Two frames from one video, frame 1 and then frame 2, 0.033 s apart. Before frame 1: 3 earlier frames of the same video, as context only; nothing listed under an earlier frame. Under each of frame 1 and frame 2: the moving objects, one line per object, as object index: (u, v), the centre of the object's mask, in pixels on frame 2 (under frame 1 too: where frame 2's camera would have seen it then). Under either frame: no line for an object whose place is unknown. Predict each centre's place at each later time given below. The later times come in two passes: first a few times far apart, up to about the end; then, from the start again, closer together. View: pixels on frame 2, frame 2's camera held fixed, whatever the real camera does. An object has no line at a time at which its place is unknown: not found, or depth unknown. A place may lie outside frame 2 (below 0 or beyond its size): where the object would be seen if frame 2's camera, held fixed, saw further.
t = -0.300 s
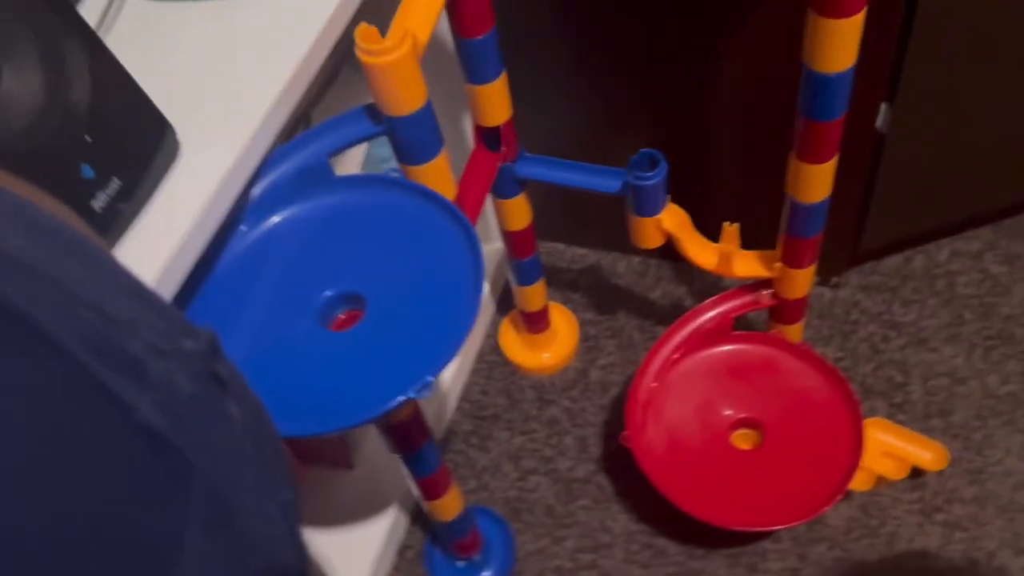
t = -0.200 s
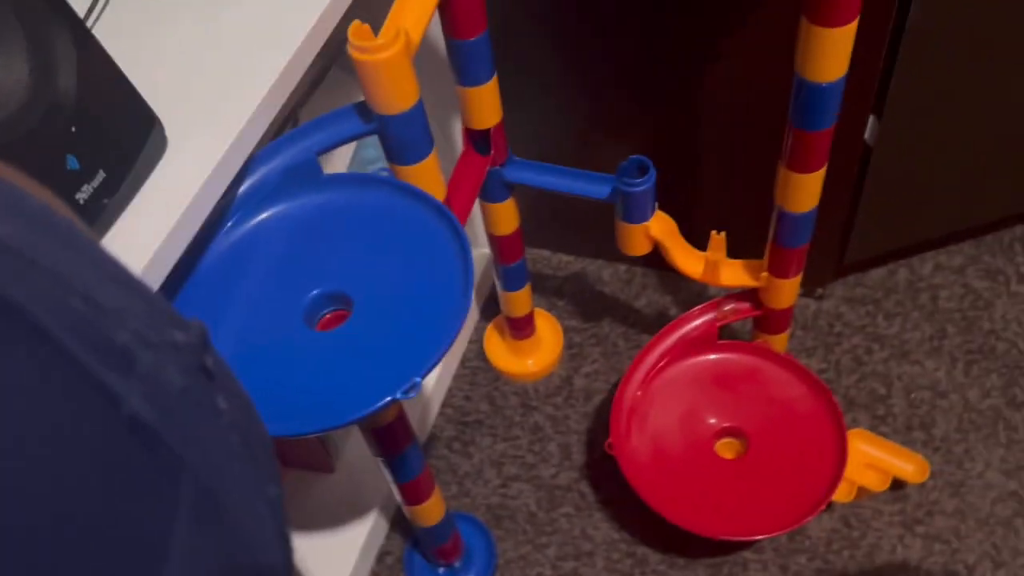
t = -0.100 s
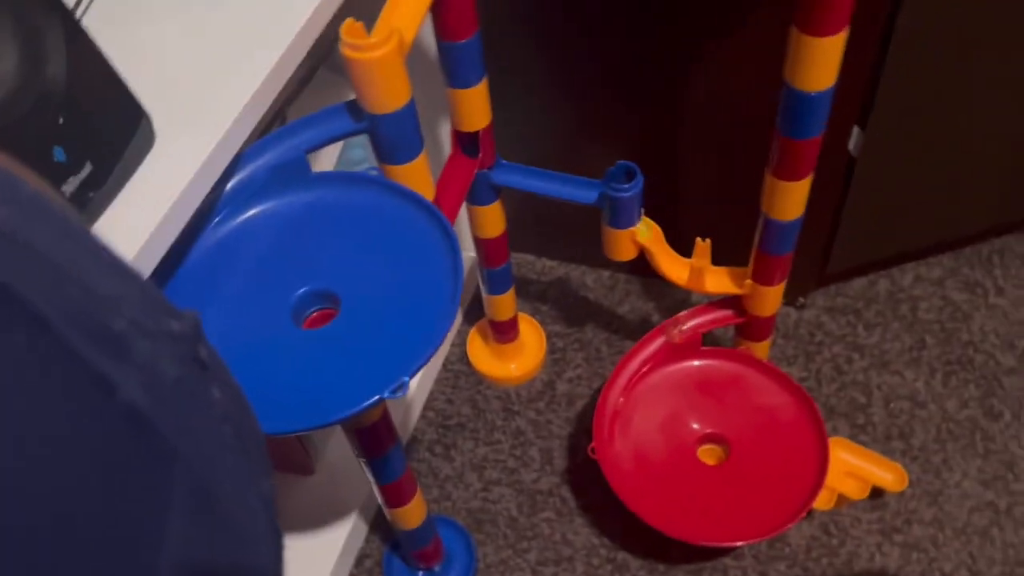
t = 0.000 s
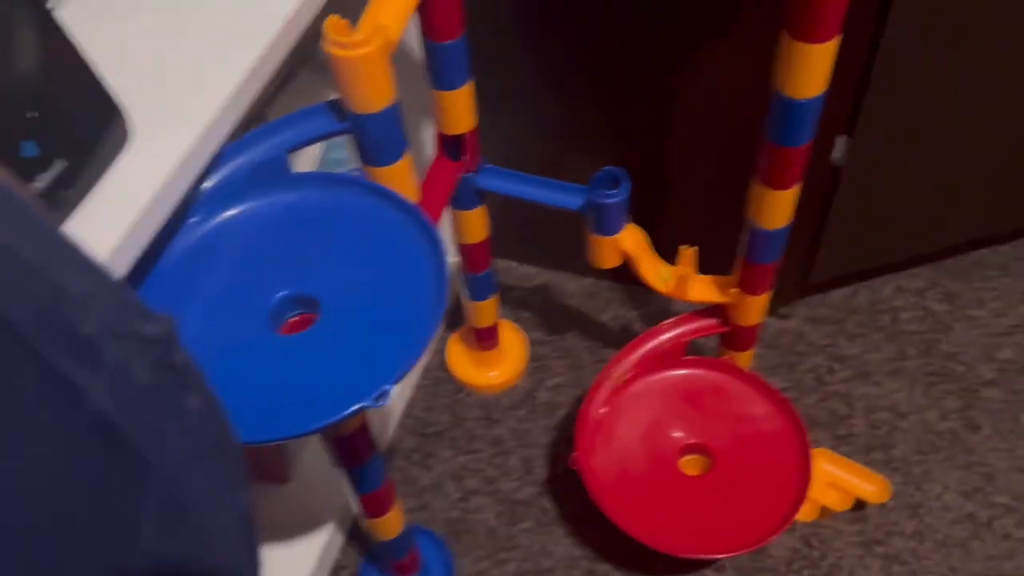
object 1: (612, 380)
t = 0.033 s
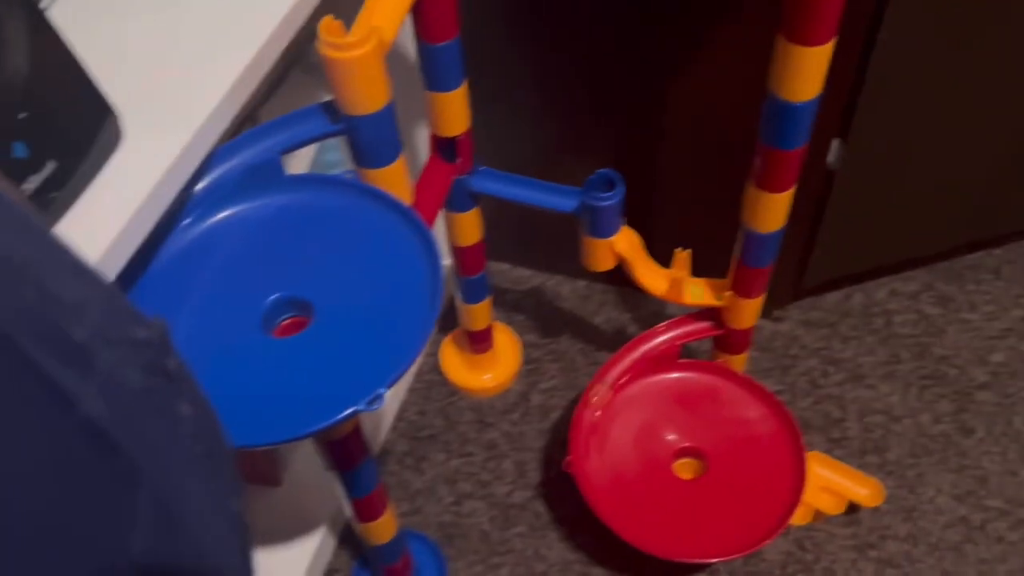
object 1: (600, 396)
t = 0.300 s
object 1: (659, 544)
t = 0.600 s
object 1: (783, 439)
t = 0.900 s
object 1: (635, 389)
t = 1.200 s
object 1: (625, 518)
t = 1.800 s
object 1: (741, 395)
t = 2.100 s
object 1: (621, 410)
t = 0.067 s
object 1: (594, 412)
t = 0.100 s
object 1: (584, 436)
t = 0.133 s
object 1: (584, 455)
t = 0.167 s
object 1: (587, 477)
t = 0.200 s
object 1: (601, 498)
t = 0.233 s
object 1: (616, 516)
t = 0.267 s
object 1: (637, 532)
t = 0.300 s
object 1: (659, 544)
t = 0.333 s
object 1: (685, 548)
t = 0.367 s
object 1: (712, 547)
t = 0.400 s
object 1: (735, 543)
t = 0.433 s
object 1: (755, 531)
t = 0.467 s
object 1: (770, 515)
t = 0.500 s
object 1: (781, 499)
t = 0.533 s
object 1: (790, 480)
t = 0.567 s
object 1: (787, 460)
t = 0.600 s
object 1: (783, 439)
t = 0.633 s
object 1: (775, 421)
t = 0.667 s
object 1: (760, 407)
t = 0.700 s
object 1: (743, 395)
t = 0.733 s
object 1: (727, 383)
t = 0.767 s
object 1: (705, 378)
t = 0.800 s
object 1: (686, 374)
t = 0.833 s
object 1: (667, 376)
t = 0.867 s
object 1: (648, 380)
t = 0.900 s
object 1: (635, 389)
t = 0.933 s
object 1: (618, 402)
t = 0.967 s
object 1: (609, 417)
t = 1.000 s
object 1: (599, 430)
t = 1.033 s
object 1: (591, 448)
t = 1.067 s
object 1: (594, 465)
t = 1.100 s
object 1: (591, 481)
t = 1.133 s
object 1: (600, 492)
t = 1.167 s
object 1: (613, 506)
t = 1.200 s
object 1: (625, 518)
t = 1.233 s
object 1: (641, 527)
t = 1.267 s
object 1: (659, 534)
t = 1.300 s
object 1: (677, 542)
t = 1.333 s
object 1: (695, 545)
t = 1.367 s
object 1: (713, 546)
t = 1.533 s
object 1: (772, 500)
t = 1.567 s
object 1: (778, 486)
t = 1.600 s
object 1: (778, 473)
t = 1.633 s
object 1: (776, 459)
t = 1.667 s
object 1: (773, 444)
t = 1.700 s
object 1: (767, 428)
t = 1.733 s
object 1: (762, 418)
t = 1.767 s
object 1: (752, 406)
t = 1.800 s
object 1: (741, 395)
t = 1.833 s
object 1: (729, 386)
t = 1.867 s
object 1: (717, 382)
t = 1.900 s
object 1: (703, 383)
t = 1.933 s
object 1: (685, 383)
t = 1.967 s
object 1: (672, 385)
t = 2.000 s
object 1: (657, 389)
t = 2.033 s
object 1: (645, 394)
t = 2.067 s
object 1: (631, 403)
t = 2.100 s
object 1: (621, 410)
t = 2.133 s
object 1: (612, 420)
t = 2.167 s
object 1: (607, 431)
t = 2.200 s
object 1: (602, 443)
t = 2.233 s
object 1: (601, 456)
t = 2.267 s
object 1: (603, 459)
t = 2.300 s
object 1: (607, 484)
